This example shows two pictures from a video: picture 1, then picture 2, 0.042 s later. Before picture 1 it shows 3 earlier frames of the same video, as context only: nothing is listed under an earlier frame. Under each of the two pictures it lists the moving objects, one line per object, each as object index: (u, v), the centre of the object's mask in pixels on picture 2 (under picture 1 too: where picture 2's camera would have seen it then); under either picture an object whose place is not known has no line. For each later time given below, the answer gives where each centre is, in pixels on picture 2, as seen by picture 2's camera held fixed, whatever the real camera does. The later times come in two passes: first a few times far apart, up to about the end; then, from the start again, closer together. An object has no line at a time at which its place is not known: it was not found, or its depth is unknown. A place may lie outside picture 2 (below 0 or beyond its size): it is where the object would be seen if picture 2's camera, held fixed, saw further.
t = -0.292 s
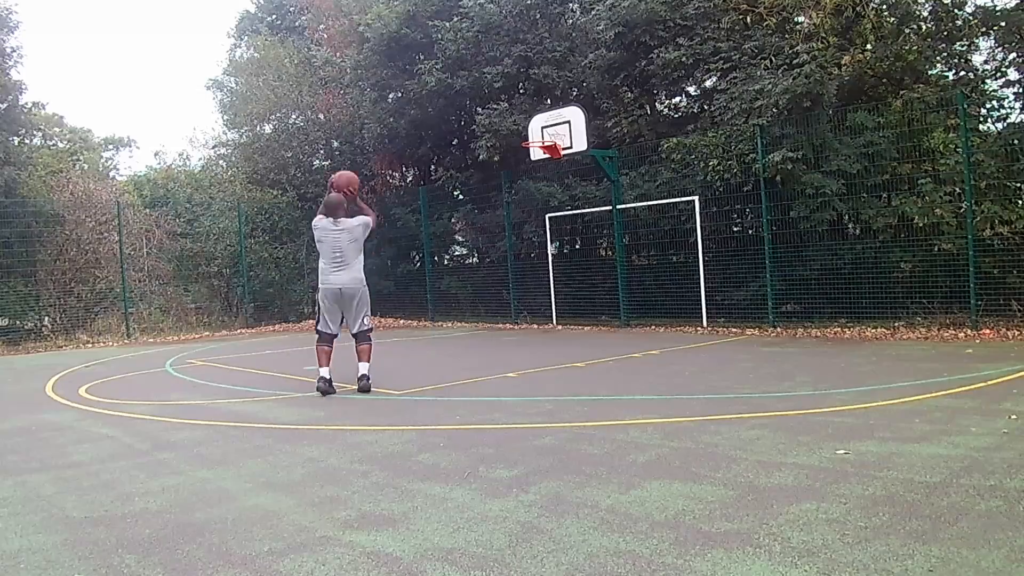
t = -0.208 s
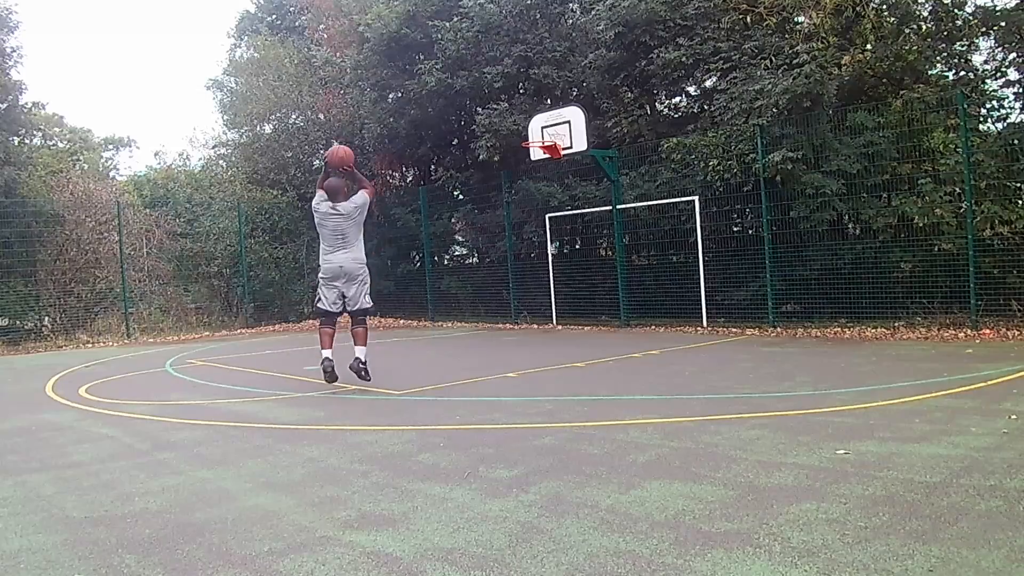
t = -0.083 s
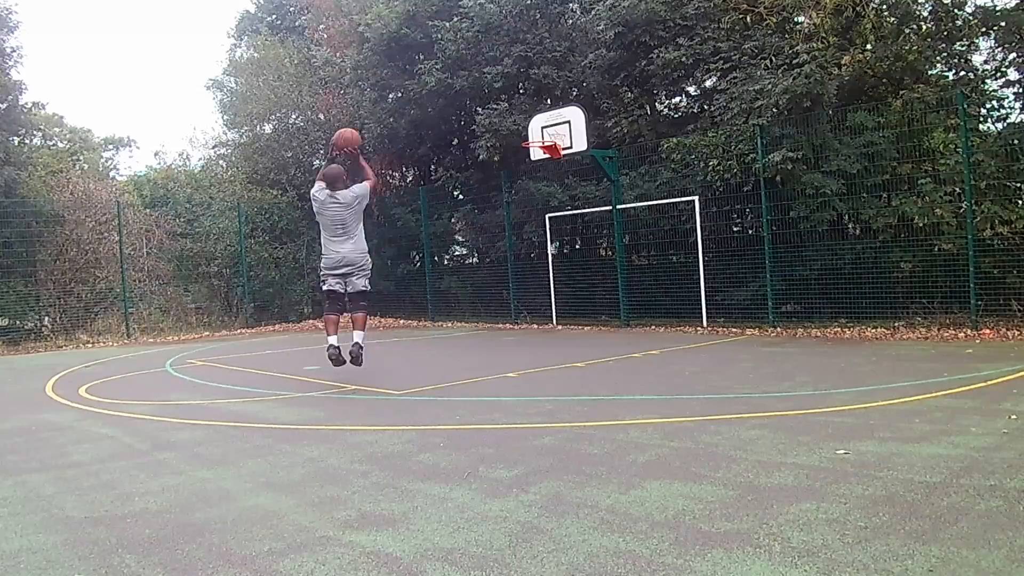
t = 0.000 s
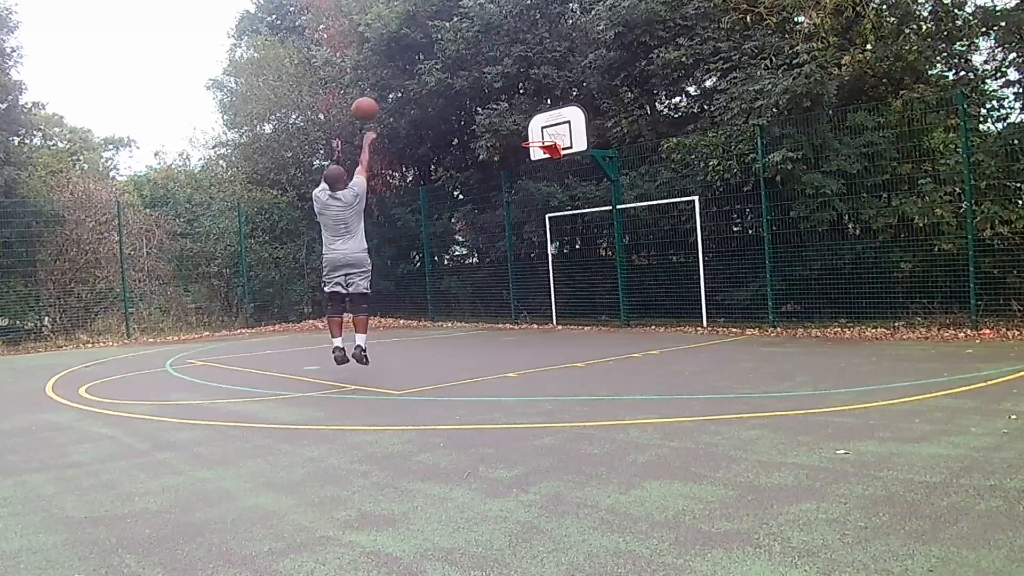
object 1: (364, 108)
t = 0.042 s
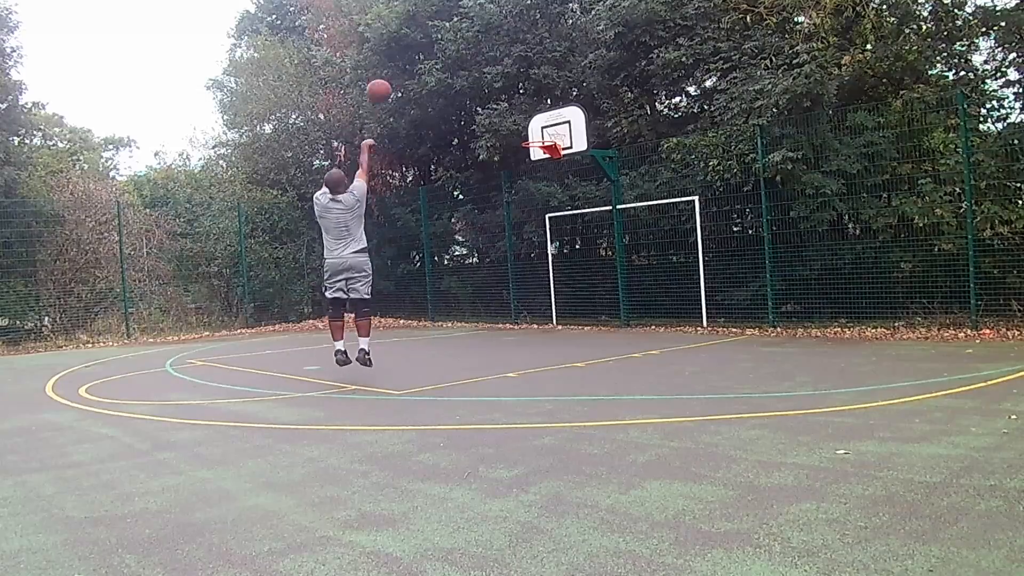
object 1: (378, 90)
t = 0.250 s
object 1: (428, 49)
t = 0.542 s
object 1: (488, 57)
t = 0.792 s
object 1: (529, 106)
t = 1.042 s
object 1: (548, 135)
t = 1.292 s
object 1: (541, 120)
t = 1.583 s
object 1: (534, 140)
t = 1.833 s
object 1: (522, 200)
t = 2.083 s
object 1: (513, 293)
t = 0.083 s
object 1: (387, 79)
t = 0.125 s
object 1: (401, 67)
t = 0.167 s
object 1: (408, 60)
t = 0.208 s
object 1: (421, 52)
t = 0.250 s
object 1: (428, 49)
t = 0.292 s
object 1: (440, 45)
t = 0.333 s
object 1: (445, 44)
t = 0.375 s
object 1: (457, 44)
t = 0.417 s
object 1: (463, 45)
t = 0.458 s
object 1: (473, 48)
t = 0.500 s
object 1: (479, 51)
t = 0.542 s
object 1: (488, 57)
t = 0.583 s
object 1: (494, 62)
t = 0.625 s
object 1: (503, 70)
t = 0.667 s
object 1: (508, 76)
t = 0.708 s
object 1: (516, 87)
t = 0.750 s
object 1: (521, 94)
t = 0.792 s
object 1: (529, 106)
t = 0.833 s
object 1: (534, 116)
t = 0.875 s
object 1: (541, 130)
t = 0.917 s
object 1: (546, 140)
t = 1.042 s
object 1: (548, 135)
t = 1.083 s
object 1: (547, 133)
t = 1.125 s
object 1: (545, 127)
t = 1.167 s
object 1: (544, 124)
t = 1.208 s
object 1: (543, 121)
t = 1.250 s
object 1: (542, 120)
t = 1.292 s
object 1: (541, 120)
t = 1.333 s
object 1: (540, 120)
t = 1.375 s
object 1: (539, 123)
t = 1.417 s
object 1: (538, 125)
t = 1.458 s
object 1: (538, 130)
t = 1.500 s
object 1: (537, 134)
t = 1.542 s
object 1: (535, 137)
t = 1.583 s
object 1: (534, 140)
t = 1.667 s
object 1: (529, 159)
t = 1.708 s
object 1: (527, 170)
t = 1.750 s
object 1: (525, 178)
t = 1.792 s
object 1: (523, 191)
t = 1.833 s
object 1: (522, 200)
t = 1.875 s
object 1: (520, 217)
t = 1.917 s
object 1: (518, 228)
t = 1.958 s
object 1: (516, 246)
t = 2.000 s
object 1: (515, 258)
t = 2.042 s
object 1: (514, 279)
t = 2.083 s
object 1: (513, 293)
